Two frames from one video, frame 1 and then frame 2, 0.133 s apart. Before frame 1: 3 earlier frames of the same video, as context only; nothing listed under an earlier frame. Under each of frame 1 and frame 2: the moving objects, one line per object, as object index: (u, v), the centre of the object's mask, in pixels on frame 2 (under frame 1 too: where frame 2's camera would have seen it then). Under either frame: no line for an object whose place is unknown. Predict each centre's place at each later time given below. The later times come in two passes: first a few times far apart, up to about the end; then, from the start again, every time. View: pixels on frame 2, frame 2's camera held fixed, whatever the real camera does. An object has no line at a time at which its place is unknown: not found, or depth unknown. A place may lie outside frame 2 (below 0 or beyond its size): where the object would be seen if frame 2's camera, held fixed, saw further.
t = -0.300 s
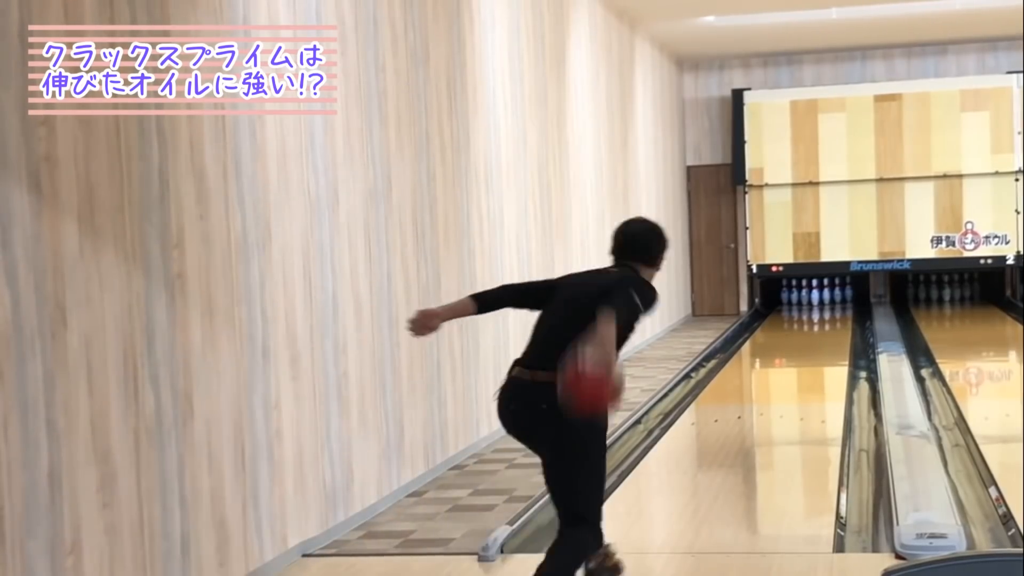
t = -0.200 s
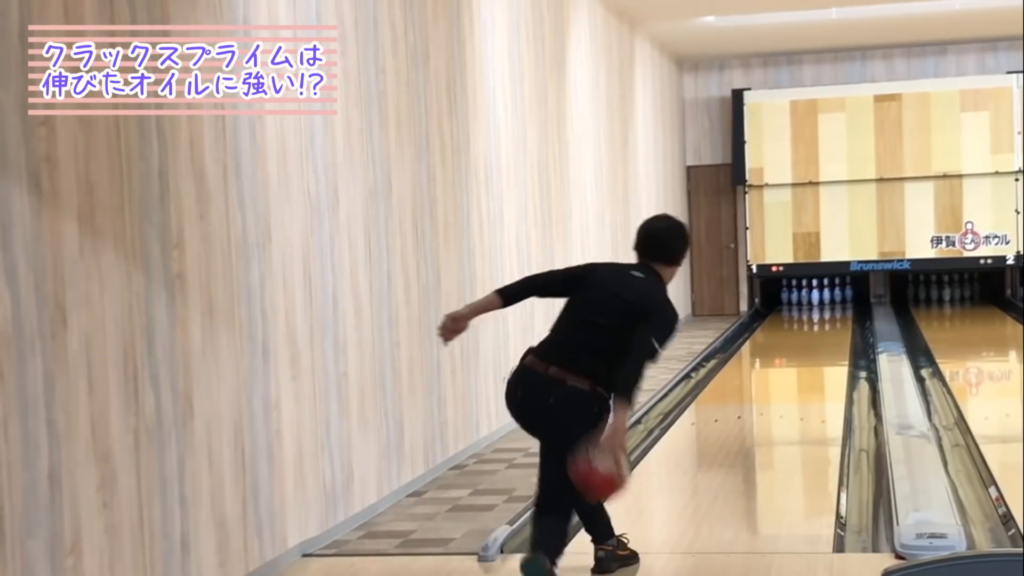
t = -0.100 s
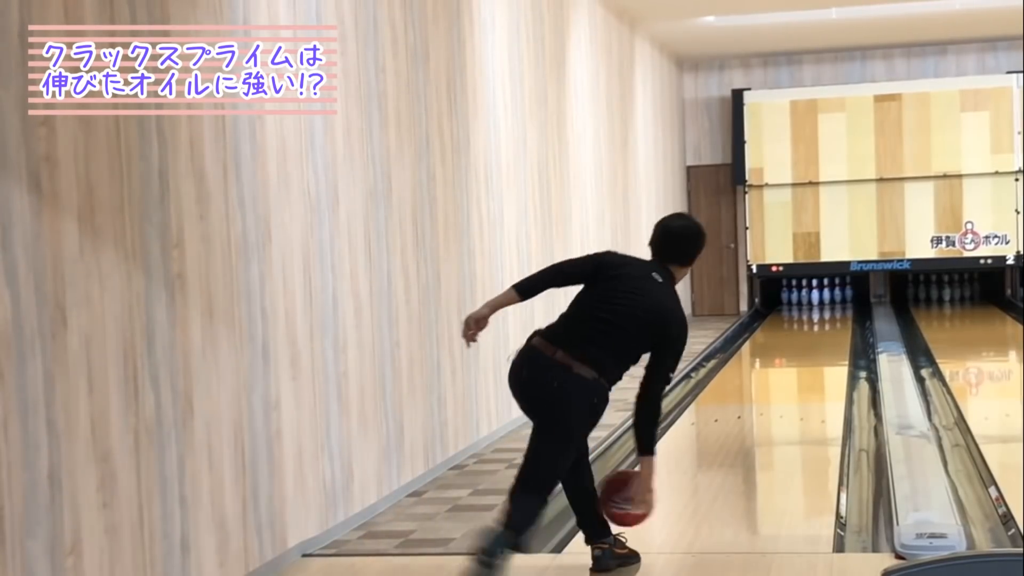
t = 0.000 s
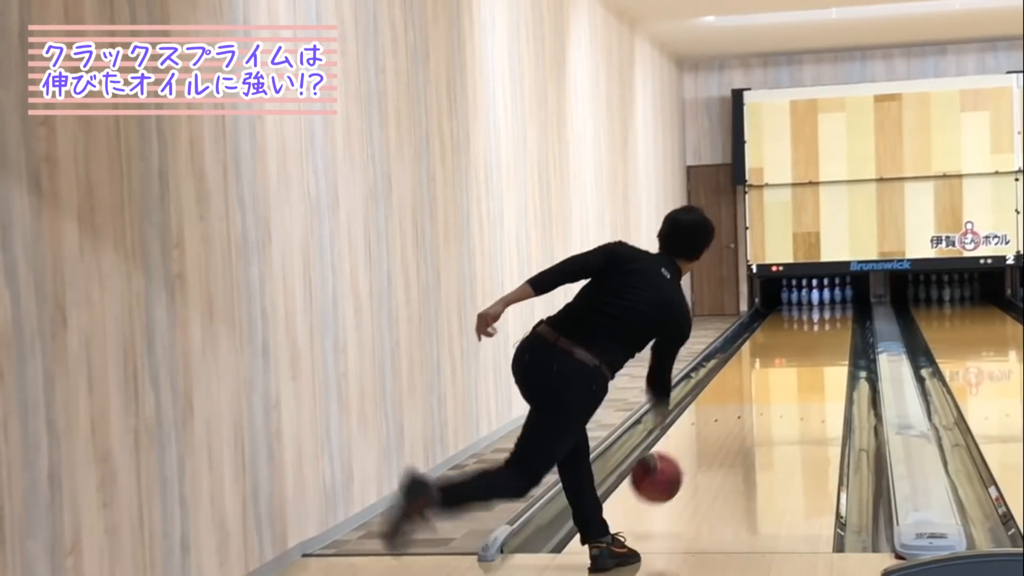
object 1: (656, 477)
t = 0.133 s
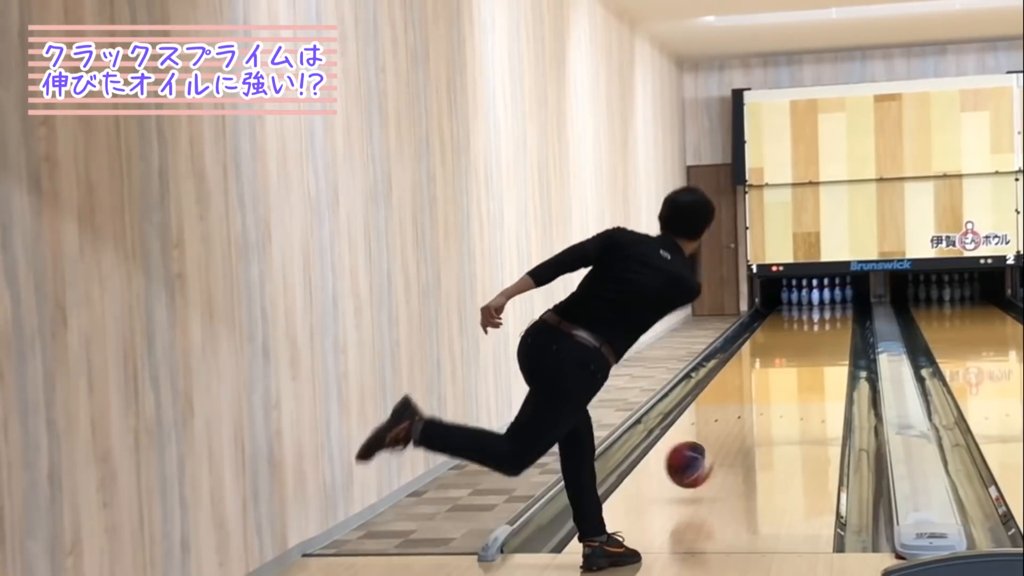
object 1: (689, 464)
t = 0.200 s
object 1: (703, 466)
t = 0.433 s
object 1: (741, 429)
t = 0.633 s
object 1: (765, 404)
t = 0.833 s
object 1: (783, 385)
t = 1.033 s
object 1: (798, 368)
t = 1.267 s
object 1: (812, 353)
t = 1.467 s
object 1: (821, 343)
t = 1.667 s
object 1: (827, 333)
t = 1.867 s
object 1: (831, 326)
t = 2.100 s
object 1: (833, 319)
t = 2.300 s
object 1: (832, 312)
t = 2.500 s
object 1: (827, 308)
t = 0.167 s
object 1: (696, 467)
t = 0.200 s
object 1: (703, 466)
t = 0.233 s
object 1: (708, 457)
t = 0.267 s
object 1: (714, 453)
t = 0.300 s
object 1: (720, 448)
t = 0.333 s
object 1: (726, 444)
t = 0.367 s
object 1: (731, 438)
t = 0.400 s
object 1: (736, 434)
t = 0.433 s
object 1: (741, 429)
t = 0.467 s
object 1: (745, 424)
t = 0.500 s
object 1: (749, 420)
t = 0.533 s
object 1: (753, 416)
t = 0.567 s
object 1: (757, 412)
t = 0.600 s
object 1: (761, 408)
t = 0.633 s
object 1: (765, 404)
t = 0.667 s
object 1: (768, 400)
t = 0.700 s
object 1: (771, 397)
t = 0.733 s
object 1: (775, 393)
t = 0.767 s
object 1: (778, 391)
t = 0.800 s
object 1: (780, 387)
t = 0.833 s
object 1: (783, 385)
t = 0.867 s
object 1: (786, 381)
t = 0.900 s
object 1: (788, 378)
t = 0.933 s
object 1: (791, 376)
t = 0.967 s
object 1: (794, 373)
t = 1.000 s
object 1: (796, 371)
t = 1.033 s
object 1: (798, 368)
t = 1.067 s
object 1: (800, 366)
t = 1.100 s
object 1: (802, 363)
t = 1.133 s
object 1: (805, 361)
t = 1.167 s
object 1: (805, 360)
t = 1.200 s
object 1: (808, 357)
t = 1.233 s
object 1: (810, 355)
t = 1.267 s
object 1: (812, 353)
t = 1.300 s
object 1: (814, 351)
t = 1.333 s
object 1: (815, 350)
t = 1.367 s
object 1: (817, 348)
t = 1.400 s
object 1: (819, 344)
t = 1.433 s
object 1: (819, 344)
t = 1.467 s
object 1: (821, 343)
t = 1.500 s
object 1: (822, 341)
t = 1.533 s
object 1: (824, 340)
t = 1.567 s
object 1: (825, 337)
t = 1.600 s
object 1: (826, 335)
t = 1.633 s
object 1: (826, 335)
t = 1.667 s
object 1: (827, 333)
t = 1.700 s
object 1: (828, 332)
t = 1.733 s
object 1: (829, 331)
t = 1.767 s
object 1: (830, 328)
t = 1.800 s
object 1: (830, 328)
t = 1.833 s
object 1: (831, 327)
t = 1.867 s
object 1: (831, 326)
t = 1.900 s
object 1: (831, 325)
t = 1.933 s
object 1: (832, 324)
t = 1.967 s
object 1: (832, 322)
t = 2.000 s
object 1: (832, 321)
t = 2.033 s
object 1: (833, 320)
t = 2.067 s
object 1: (833, 319)
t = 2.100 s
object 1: (833, 319)
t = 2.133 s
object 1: (833, 317)
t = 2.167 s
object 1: (832, 317)
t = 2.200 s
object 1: (832, 315)
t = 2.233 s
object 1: (832, 314)
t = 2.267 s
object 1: (833, 314)
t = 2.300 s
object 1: (832, 312)
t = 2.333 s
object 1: (831, 312)
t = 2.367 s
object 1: (830, 311)
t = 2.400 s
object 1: (831, 311)
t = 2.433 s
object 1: (830, 310)
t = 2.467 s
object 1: (829, 309)
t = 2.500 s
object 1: (827, 308)
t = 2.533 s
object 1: (827, 308)
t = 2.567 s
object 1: (827, 306)
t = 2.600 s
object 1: (827, 306)
